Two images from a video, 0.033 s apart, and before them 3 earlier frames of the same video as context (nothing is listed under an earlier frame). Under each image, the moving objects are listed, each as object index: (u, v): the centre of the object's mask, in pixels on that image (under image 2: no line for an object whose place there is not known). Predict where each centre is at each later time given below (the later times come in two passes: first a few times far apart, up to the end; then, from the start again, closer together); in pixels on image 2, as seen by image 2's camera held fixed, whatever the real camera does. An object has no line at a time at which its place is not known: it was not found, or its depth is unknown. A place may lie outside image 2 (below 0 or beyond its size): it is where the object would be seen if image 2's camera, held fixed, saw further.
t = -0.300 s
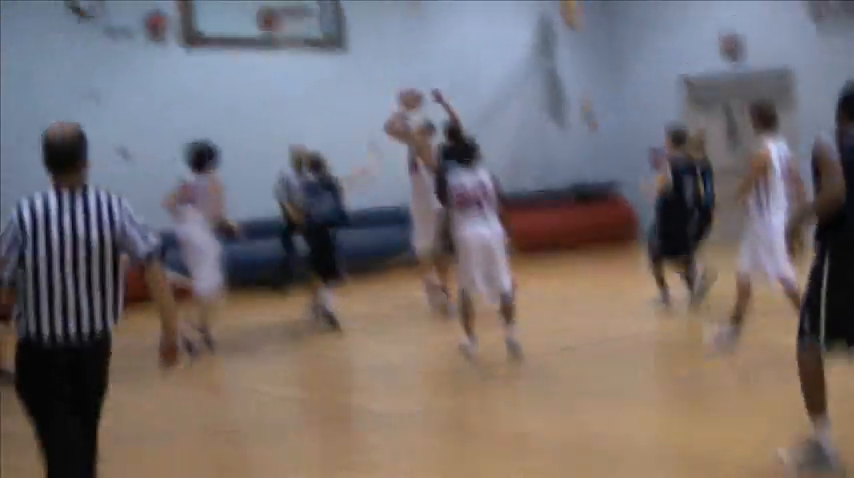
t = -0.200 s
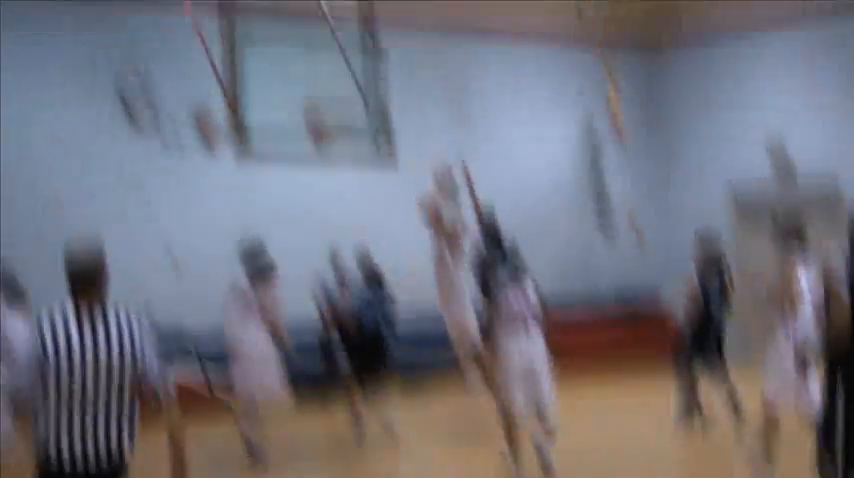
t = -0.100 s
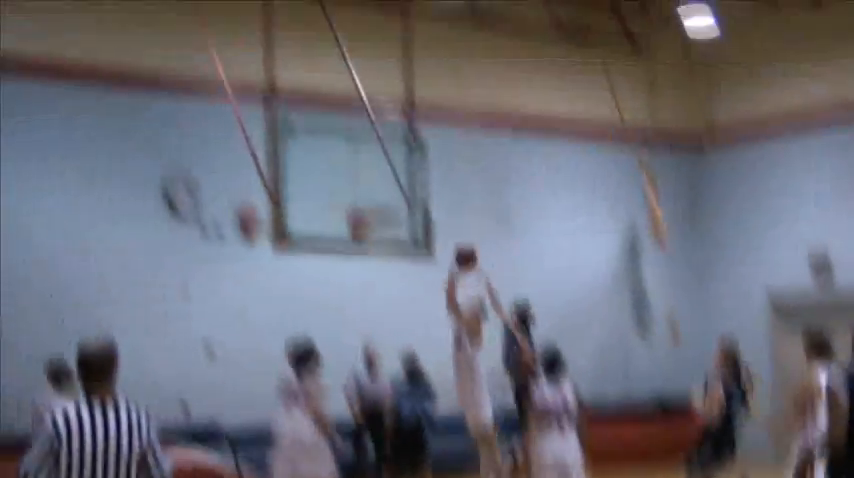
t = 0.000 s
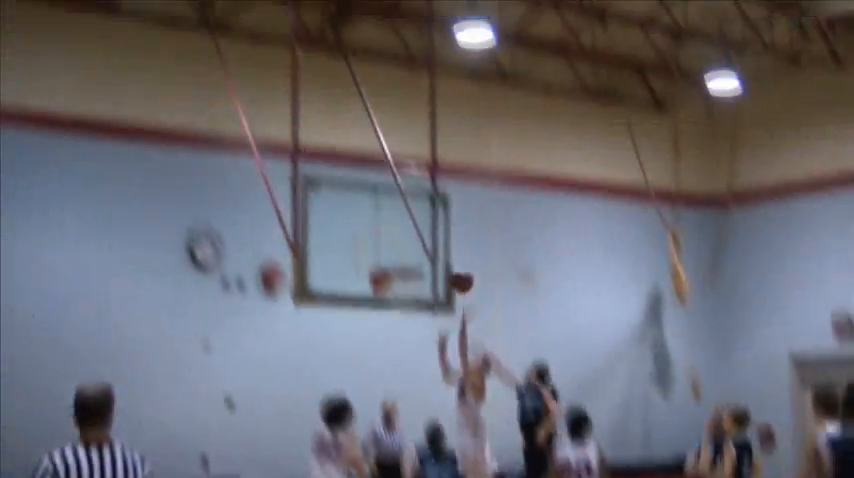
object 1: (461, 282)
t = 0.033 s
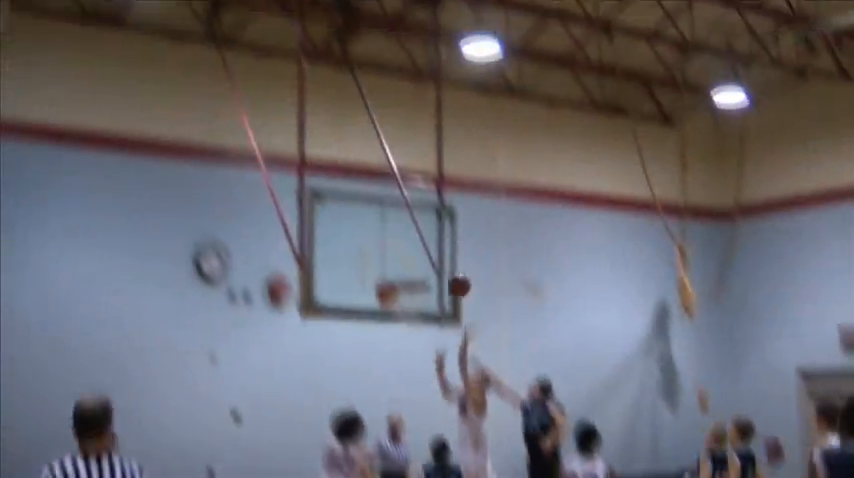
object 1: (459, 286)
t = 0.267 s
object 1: (417, 254)
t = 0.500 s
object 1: (404, 287)
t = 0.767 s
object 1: (417, 356)
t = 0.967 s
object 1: (430, 450)
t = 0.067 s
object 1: (450, 278)
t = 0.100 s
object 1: (441, 271)
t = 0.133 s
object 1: (433, 266)
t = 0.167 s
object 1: (428, 262)
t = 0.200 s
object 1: (424, 260)
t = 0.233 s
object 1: (418, 257)
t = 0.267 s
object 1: (417, 254)
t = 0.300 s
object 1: (415, 257)
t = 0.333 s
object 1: (412, 261)
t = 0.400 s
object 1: (410, 269)
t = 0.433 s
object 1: (409, 275)
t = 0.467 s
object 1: (407, 281)
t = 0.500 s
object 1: (404, 287)
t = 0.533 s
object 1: (405, 295)
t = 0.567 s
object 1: (406, 304)
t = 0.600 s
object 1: (408, 310)
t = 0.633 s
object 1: (410, 317)
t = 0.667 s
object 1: (412, 325)
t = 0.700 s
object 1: (414, 335)
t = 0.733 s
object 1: (416, 345)
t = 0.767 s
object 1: (417, 356)
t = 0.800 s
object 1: (419, 369)
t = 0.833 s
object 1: (422, 383)
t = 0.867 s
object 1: (424, 399)
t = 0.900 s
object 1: (426, 415)
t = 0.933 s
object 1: (428, 432)
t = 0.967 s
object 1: (430, 450)
